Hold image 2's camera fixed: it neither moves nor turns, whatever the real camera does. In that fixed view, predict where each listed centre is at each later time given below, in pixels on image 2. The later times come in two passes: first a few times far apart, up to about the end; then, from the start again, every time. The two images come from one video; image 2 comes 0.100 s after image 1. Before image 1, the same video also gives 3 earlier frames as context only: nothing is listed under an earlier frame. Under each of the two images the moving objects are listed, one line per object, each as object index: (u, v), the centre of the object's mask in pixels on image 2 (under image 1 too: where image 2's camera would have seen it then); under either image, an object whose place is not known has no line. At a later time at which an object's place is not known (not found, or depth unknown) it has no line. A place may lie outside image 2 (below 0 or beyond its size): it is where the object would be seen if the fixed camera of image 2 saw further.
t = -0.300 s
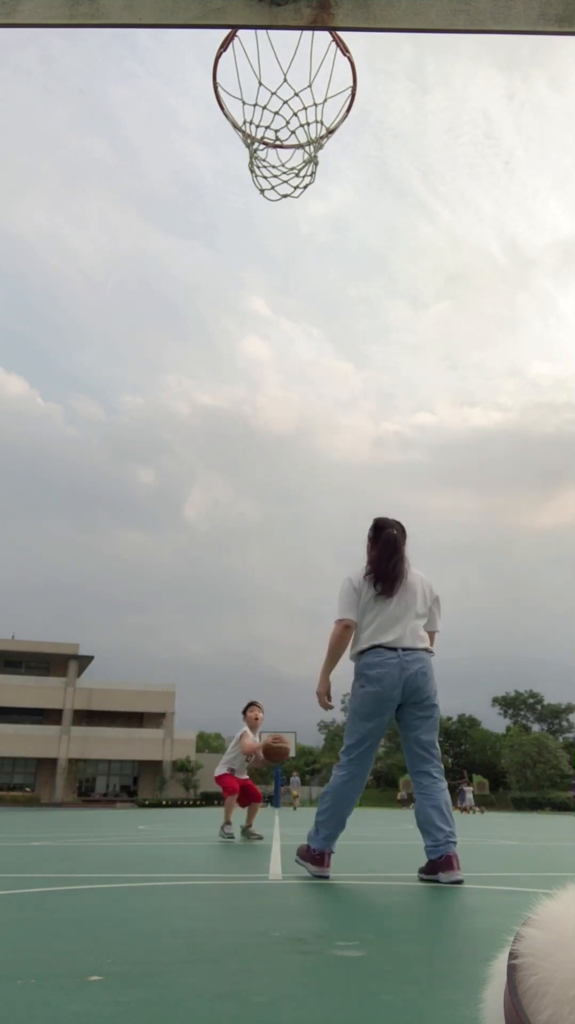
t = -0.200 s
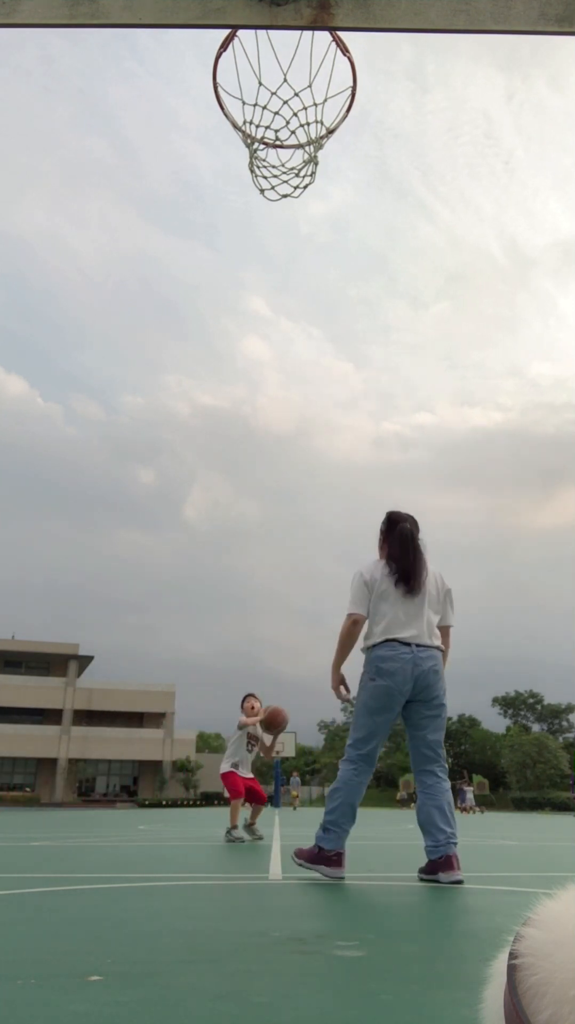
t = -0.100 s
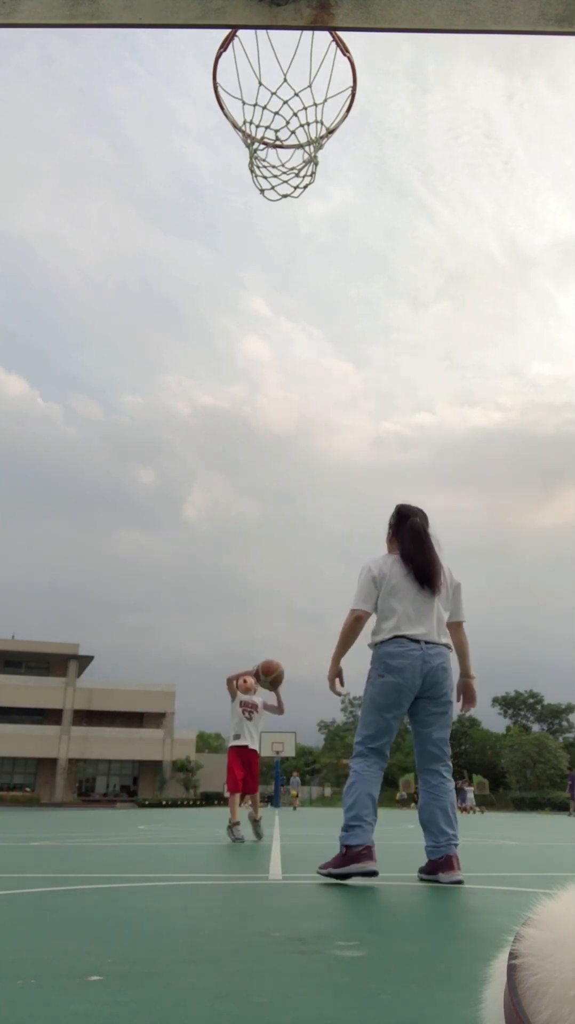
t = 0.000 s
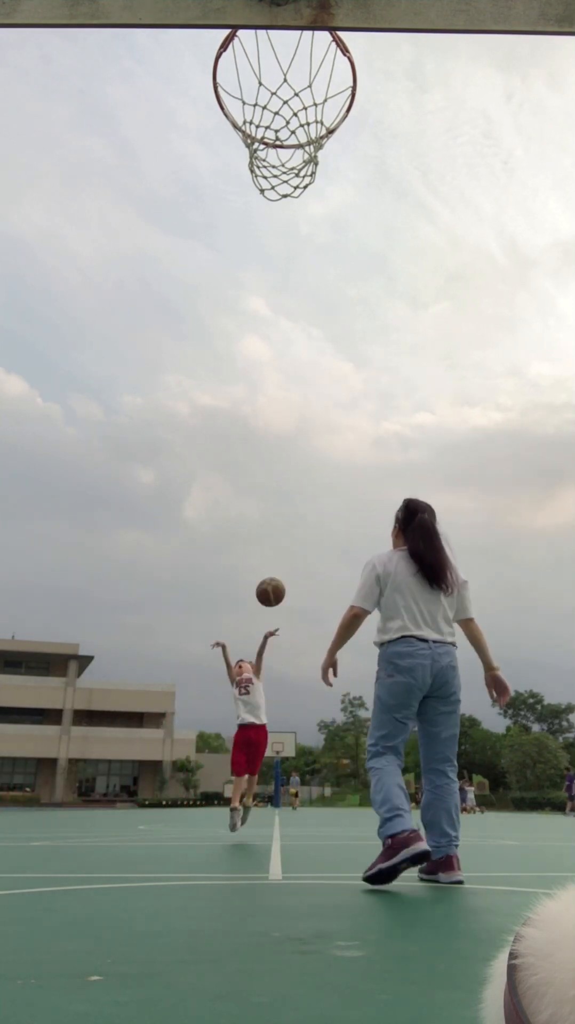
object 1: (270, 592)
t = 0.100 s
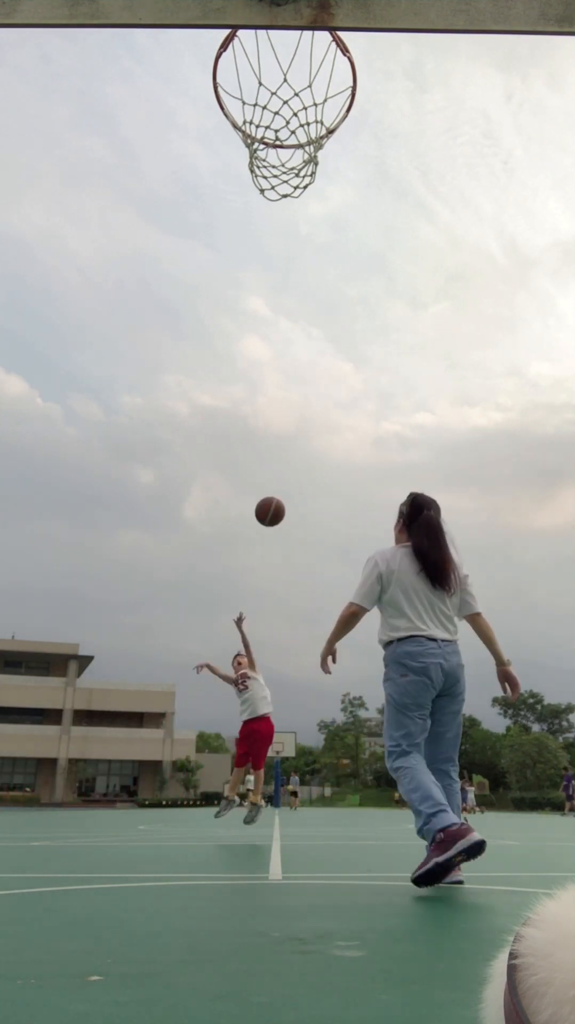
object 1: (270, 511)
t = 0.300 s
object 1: (268, 374)
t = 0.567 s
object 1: (263, 229)
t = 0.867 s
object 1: (251, 126)
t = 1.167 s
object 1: (223, 75)
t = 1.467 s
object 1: (179, 91)
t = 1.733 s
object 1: (122, 270)
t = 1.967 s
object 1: (41, 644)
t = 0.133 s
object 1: (270, 486)
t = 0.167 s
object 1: (269, 462)
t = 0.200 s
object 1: (269, 439)
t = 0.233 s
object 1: (269, 416)
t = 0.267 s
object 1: (268, 395)
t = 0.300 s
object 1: (268, 374)
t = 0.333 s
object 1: (267, 353)
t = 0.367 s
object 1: (267, 333)
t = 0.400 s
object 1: (267, 315)
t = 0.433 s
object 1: (266, 296)
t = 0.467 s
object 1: (265, 278)
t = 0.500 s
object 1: (265, 261)
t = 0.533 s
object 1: (264, 245)
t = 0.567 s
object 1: (263, 229)
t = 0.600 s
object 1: (262, 214)
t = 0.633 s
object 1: (261, 200)
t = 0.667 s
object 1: (260, 188)
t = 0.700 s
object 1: (247, 180)
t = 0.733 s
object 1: (244, 167)
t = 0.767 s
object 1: (241, 157)
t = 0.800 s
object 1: (240, 150)
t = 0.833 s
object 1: (254, 133)
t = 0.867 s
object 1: (251, 126)
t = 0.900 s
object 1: (249, 119)
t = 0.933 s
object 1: (247, 115)
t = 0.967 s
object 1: (244, 112)
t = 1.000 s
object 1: (242, 111)
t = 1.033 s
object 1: (238, 112)
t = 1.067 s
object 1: (235, 107)
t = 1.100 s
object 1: (231, 94)
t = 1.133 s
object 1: (227, 85)
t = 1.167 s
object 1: (223, 75)
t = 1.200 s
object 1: (218, 68)
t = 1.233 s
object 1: (213, 64)
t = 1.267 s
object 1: (209, 62)
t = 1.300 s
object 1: (204, 63)
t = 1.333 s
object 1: (198, 63)
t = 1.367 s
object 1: (191, 66)
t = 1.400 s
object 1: (189, 73)
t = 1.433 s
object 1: (183, 81)
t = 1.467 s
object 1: (179, 91)
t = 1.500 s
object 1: (173, 104)
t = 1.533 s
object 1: (166, 119)
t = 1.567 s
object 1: (160, 136)
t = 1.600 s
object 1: (153, 157)
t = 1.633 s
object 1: (146, 180)
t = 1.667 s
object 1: (138, 207)
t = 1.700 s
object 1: (130, 237)
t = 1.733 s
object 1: (122, 270)
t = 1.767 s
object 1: (113, 308)
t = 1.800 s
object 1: (103, 350)
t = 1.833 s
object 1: (93, 397)
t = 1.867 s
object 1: (81, 449)
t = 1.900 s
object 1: (69, 507)
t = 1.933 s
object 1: (55, 572)
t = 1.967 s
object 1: (41, 644)
